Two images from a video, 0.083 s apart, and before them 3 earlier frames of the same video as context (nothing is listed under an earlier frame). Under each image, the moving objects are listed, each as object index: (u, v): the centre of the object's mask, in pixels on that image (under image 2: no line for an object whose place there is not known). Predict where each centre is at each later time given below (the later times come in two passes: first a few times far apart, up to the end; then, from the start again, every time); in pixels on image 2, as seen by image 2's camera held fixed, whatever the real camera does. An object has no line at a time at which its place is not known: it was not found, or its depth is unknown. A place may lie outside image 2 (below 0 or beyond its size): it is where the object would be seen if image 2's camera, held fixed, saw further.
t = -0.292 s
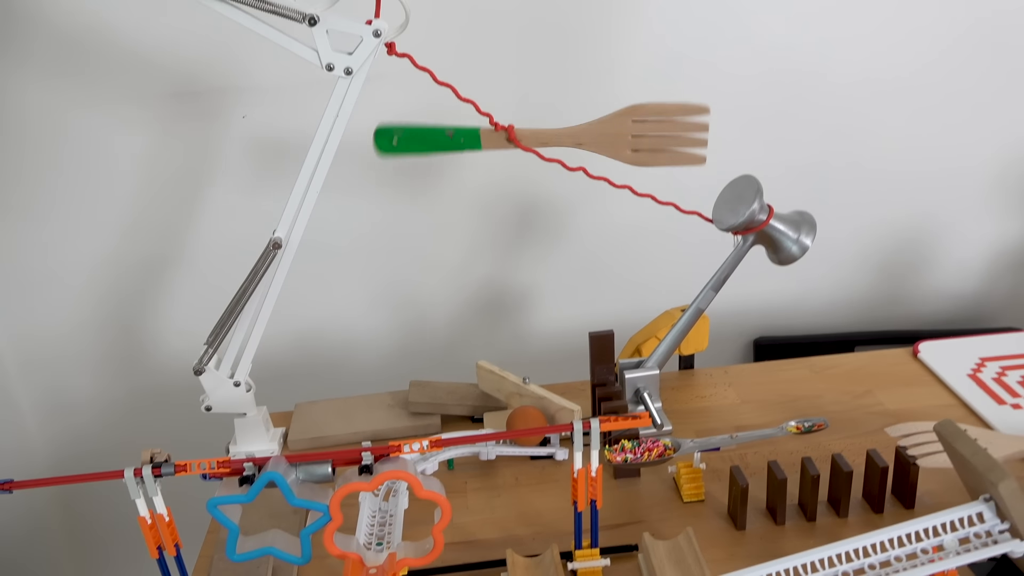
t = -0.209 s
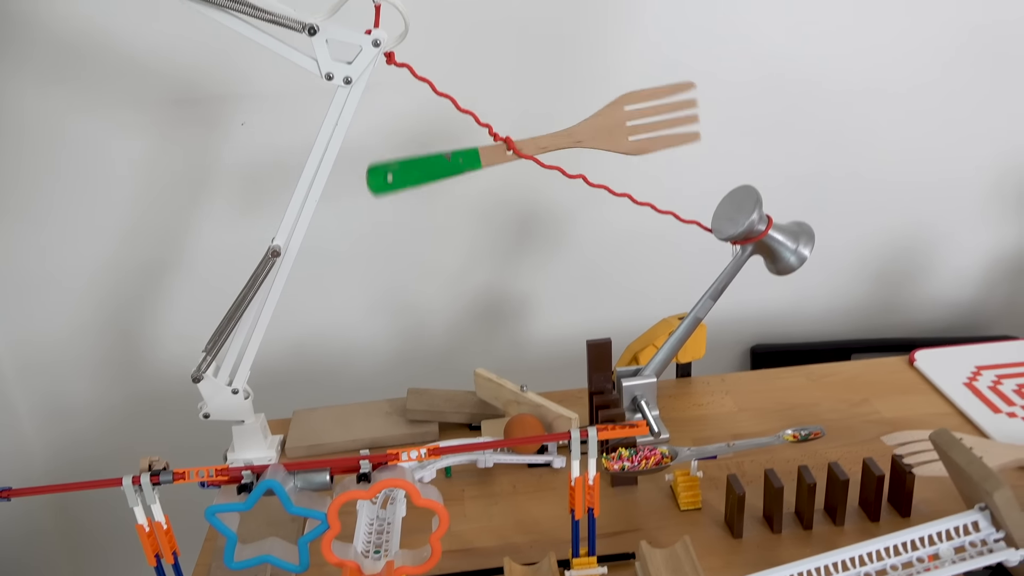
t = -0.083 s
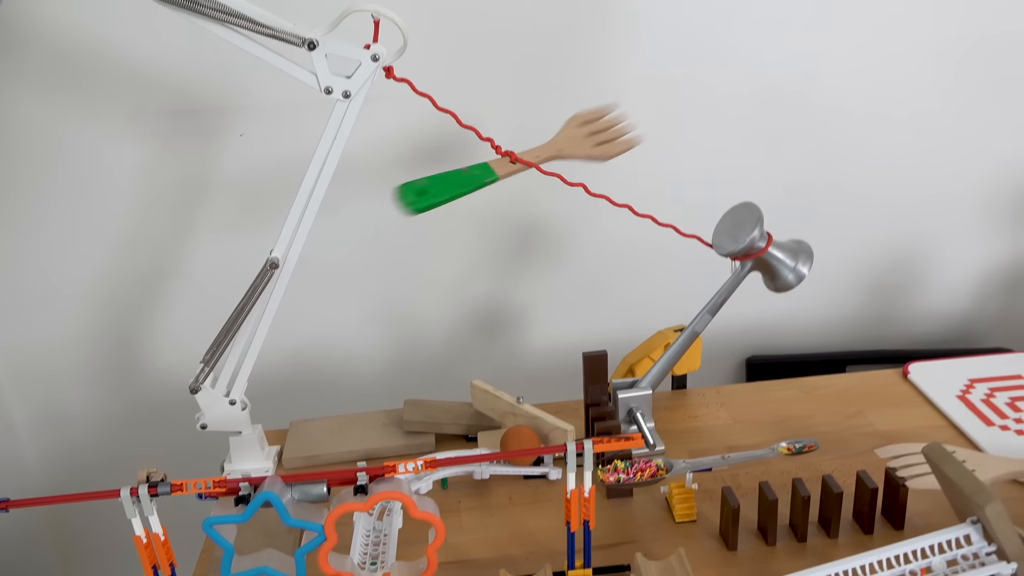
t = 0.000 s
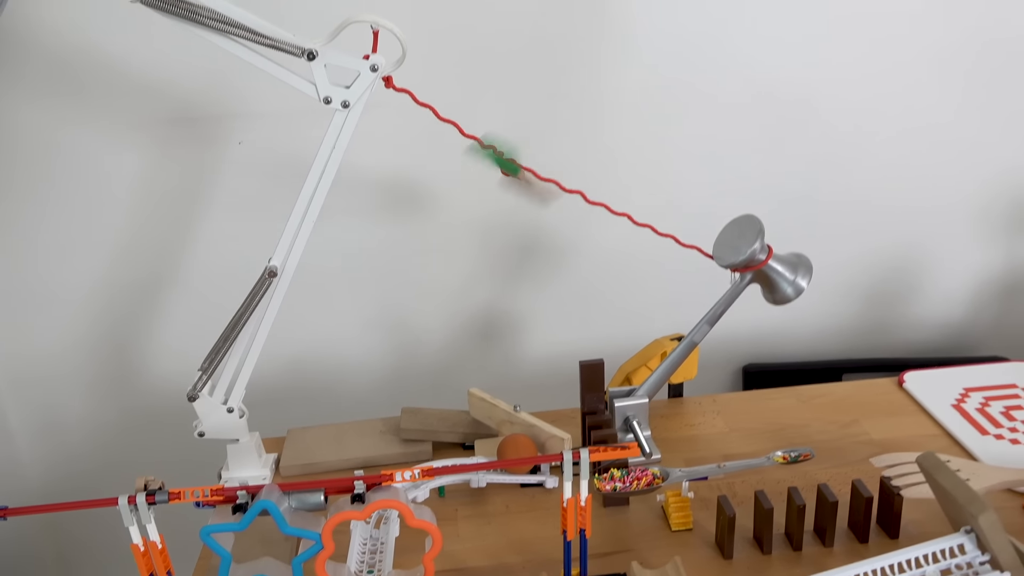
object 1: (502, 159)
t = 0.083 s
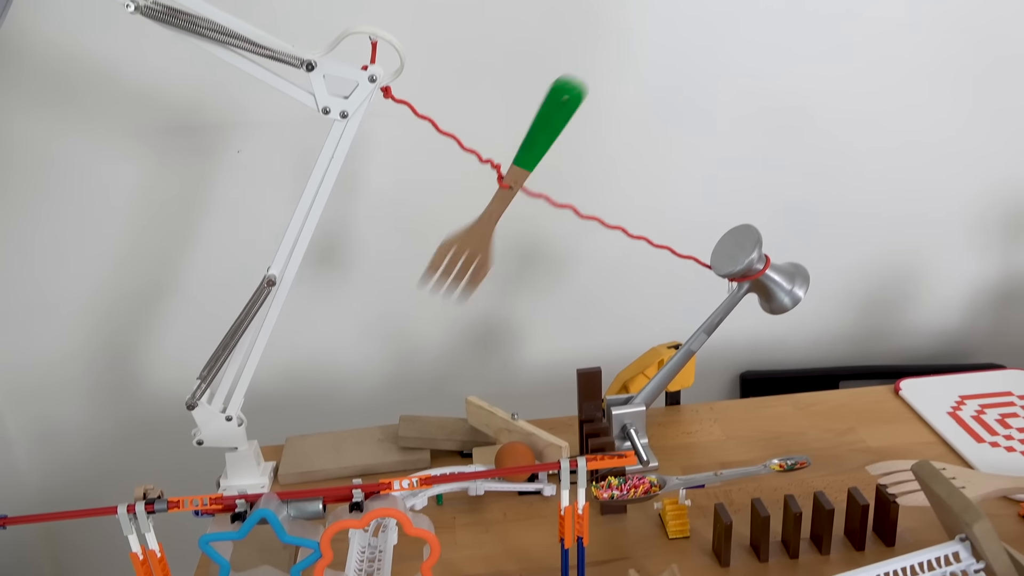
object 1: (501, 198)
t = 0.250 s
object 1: (513, 240)
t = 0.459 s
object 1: (576, 156)
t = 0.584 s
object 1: (524, 188)
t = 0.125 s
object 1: (491, 218)
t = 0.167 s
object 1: (485, 240)
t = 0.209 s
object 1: (493, 252)
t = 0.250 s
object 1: (513, 240)
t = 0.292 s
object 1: (536, 219)
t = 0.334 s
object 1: (537, 185)
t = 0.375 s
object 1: (575, 176)
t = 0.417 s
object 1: (581, 161)
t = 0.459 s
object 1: (576, 156)
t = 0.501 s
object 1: (558, 163)
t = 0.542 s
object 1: (539, 176)
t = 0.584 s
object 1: (524, 188)
